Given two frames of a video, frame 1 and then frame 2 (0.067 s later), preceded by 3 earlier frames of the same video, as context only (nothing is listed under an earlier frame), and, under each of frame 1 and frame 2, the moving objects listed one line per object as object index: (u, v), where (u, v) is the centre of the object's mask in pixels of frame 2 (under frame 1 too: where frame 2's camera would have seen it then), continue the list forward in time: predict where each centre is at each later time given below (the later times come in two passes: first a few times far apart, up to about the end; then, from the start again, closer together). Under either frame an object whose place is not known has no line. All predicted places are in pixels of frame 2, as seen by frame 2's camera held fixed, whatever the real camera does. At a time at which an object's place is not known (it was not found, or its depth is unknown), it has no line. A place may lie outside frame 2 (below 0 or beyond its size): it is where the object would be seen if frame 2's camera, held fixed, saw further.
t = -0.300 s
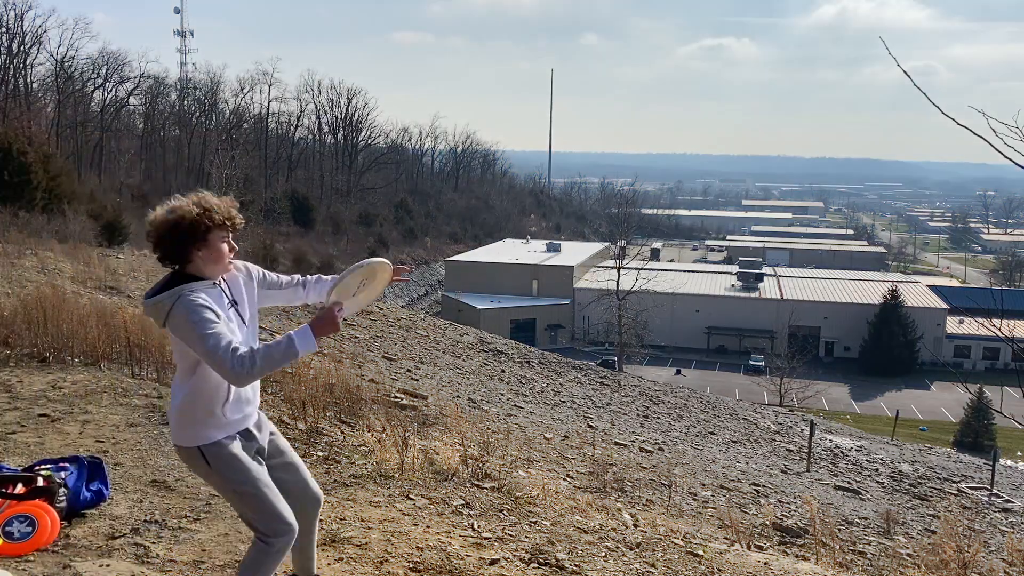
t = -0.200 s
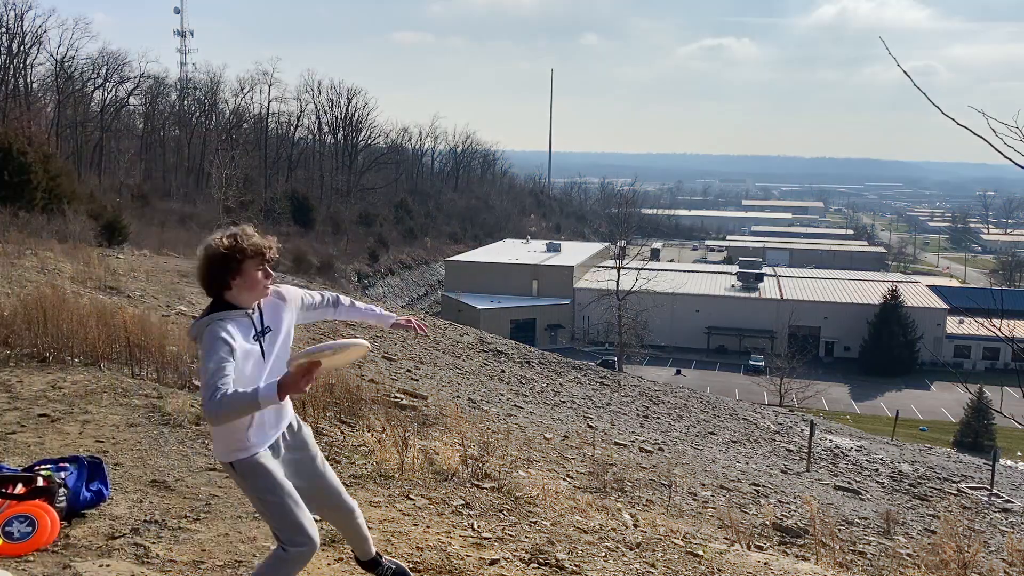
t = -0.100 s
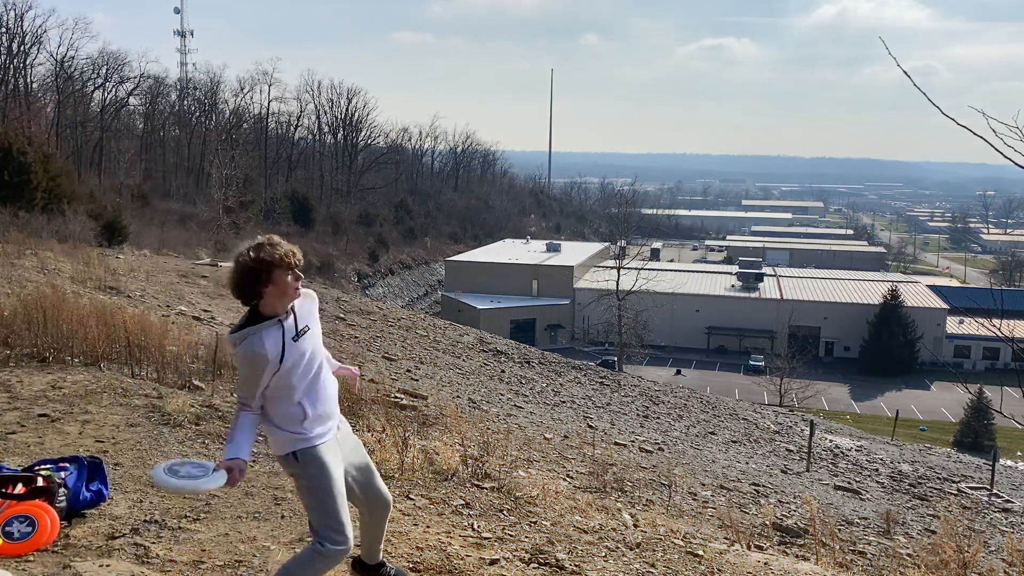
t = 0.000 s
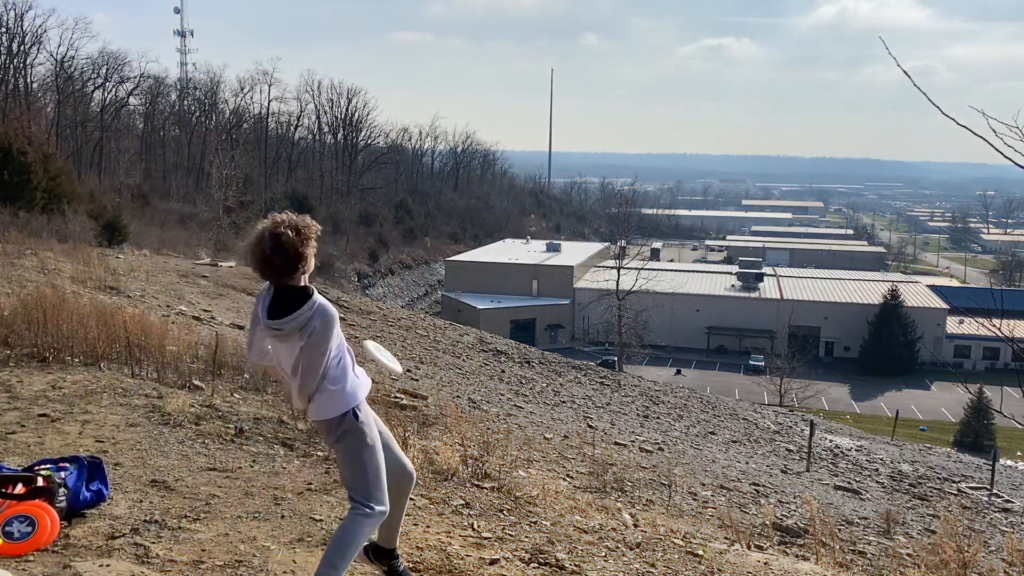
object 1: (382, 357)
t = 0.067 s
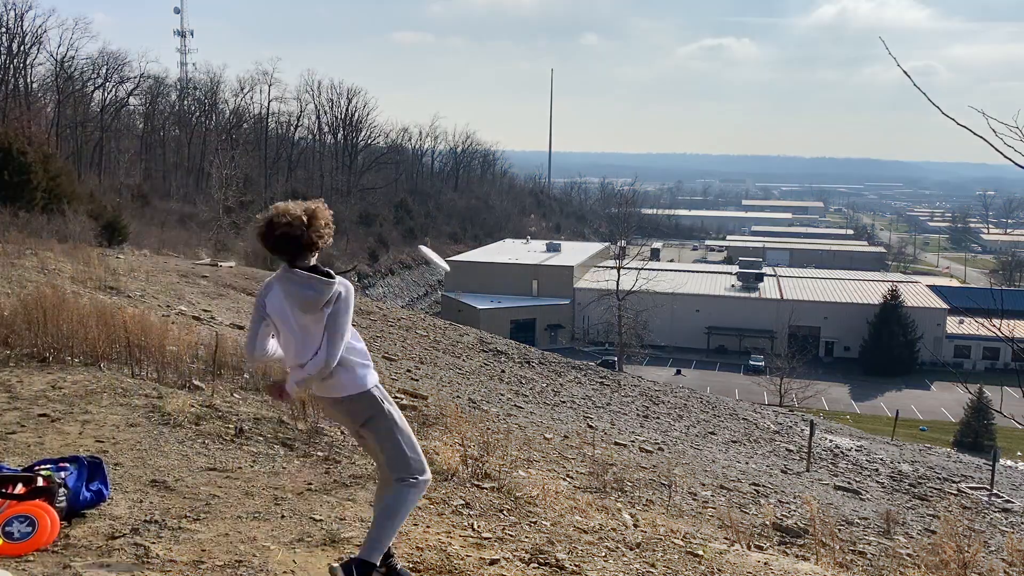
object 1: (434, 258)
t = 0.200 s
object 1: (481, 176)
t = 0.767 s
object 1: (546, 138)
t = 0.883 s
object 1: (555, 142)
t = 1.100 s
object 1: (568, 152)
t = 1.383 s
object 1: (584, 174)
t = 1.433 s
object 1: (588, 178)
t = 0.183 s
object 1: (477, 182)
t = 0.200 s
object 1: (481, 176)
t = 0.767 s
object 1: (546, 138)
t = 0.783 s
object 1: (547, 139)
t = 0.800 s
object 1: (549, 139)
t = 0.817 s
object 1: (550, 140)
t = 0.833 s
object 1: (551, 140)
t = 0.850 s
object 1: (552, 141)
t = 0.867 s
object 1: (552, 141)
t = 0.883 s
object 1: (555, 142)
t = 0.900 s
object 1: (555, 143)
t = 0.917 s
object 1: (556, 143)
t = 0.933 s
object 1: (557, 144)
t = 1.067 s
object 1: (566, 150)
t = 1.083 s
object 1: (568, 151)
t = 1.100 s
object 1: (568, 152)
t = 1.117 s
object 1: (570, 153)
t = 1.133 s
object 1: (571, 154)
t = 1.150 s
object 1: (572, 155)
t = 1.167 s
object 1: (573, 156)
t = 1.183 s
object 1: (574, 157)
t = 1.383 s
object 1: (584, 174)
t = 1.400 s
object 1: (585, 175)
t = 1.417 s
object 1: (586, 176)
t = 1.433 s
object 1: (588, 178)
